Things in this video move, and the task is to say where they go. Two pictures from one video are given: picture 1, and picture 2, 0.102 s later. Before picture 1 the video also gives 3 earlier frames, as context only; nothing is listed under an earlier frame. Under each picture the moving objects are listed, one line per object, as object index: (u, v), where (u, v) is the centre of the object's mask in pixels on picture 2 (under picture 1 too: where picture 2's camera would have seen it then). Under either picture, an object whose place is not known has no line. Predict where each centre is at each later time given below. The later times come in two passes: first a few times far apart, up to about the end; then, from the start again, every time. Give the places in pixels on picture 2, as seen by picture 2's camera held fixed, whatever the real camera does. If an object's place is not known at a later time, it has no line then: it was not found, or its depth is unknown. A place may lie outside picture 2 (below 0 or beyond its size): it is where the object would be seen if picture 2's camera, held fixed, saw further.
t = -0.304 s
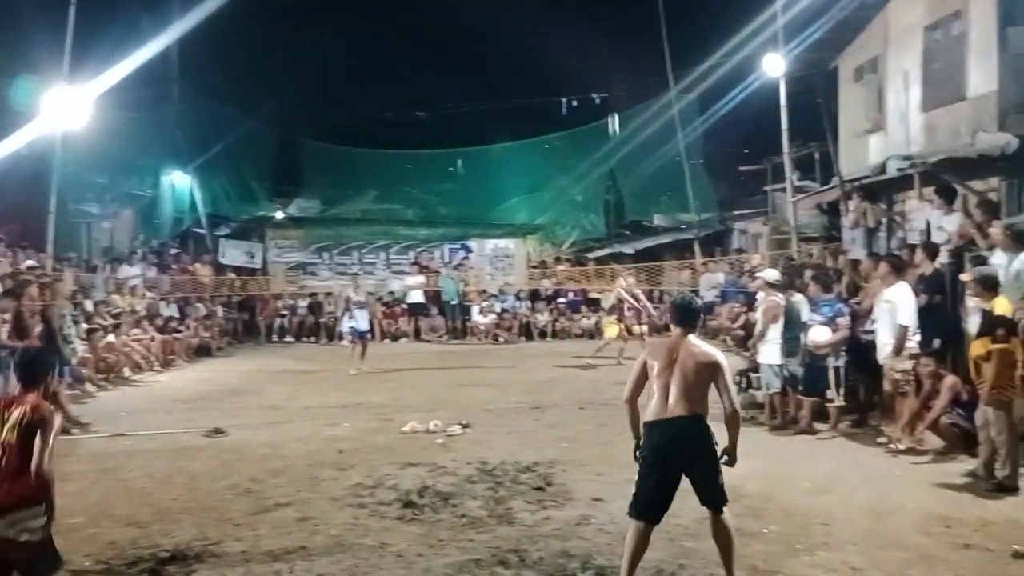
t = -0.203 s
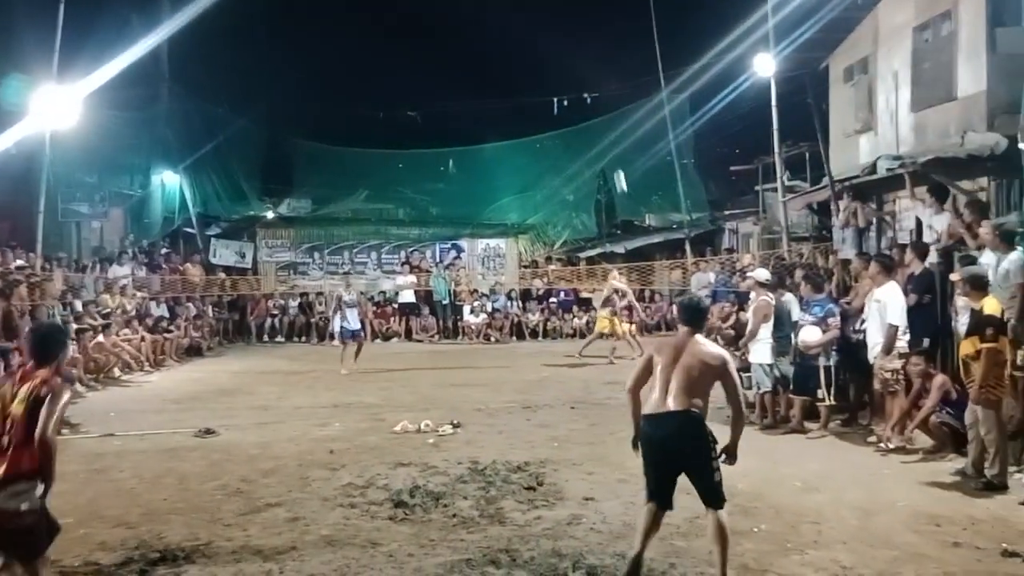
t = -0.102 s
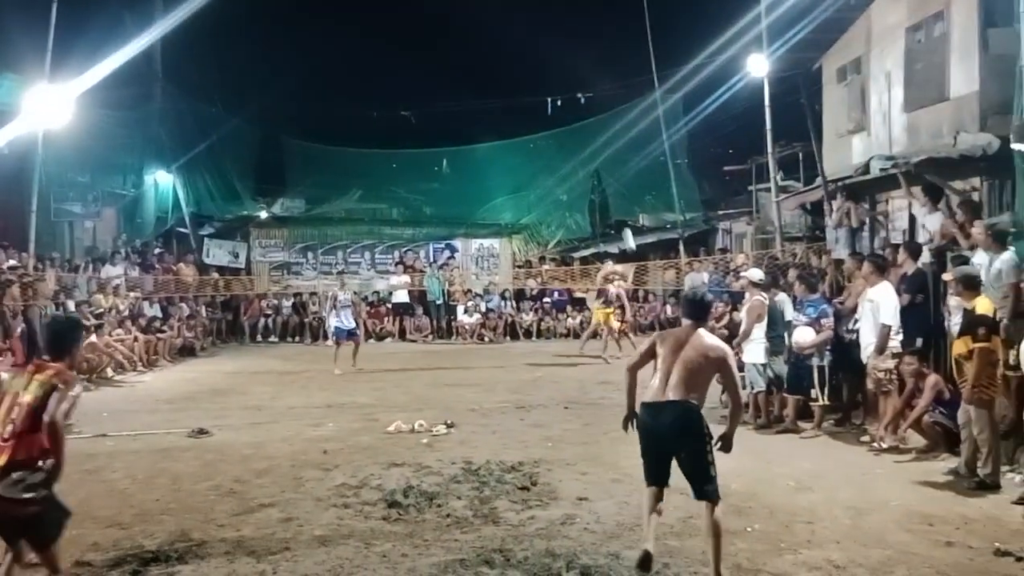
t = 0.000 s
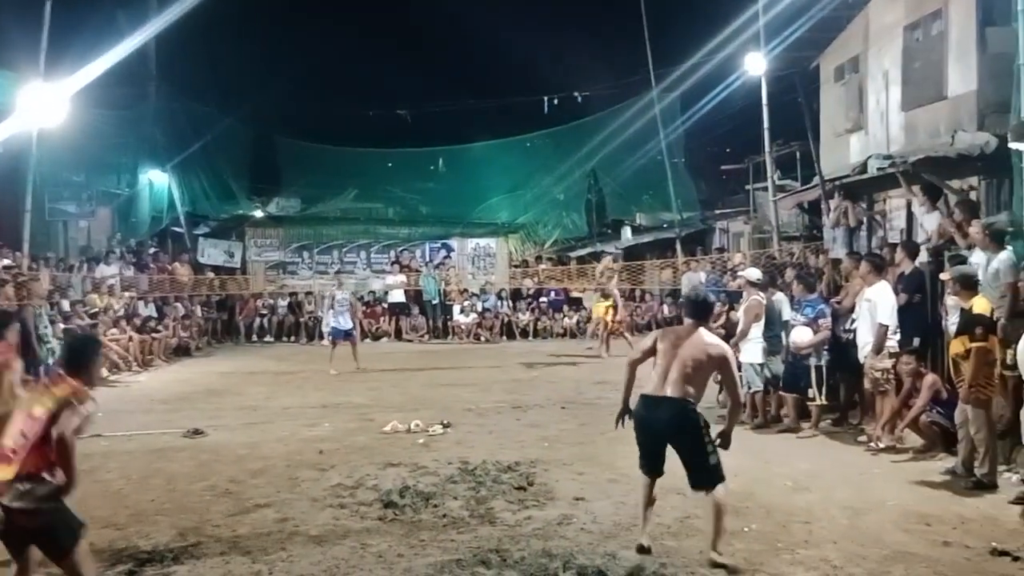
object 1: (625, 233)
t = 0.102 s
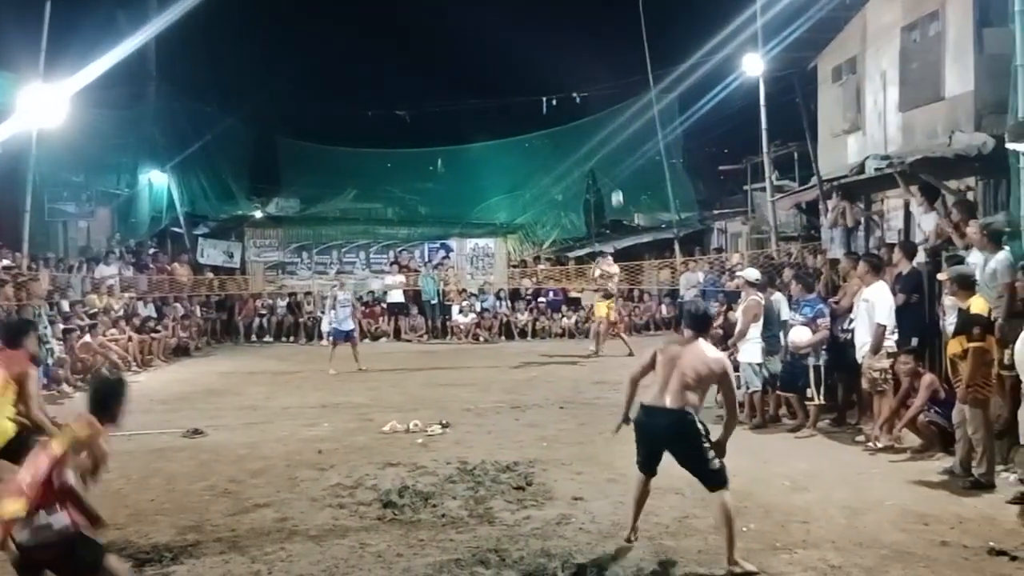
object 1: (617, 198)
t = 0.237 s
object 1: (604, 154)
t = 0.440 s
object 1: (576, 103)
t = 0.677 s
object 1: (513, 92)
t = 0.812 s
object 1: (447, 142)
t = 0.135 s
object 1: (614, 187)
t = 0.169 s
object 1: (611, 175)
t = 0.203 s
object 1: (607, 164)
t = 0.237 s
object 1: (604, 154)
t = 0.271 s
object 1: (600, 144)
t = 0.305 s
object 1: (596, 134)
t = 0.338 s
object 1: (592, 126)
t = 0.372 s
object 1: (587, 117)
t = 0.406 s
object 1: (581, 109)
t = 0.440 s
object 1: (576, 103)
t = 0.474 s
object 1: (569, 97)
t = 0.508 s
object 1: (562, 92)
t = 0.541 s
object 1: (554, 89)
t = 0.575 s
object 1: (545, 87)
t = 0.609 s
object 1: (536, 87)
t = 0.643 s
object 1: (525, 88)
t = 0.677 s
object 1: (513, 92)
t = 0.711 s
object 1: (500, 99)
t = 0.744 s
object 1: (484, 109)
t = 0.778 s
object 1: (467, 123)
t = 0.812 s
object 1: (447, 142)
